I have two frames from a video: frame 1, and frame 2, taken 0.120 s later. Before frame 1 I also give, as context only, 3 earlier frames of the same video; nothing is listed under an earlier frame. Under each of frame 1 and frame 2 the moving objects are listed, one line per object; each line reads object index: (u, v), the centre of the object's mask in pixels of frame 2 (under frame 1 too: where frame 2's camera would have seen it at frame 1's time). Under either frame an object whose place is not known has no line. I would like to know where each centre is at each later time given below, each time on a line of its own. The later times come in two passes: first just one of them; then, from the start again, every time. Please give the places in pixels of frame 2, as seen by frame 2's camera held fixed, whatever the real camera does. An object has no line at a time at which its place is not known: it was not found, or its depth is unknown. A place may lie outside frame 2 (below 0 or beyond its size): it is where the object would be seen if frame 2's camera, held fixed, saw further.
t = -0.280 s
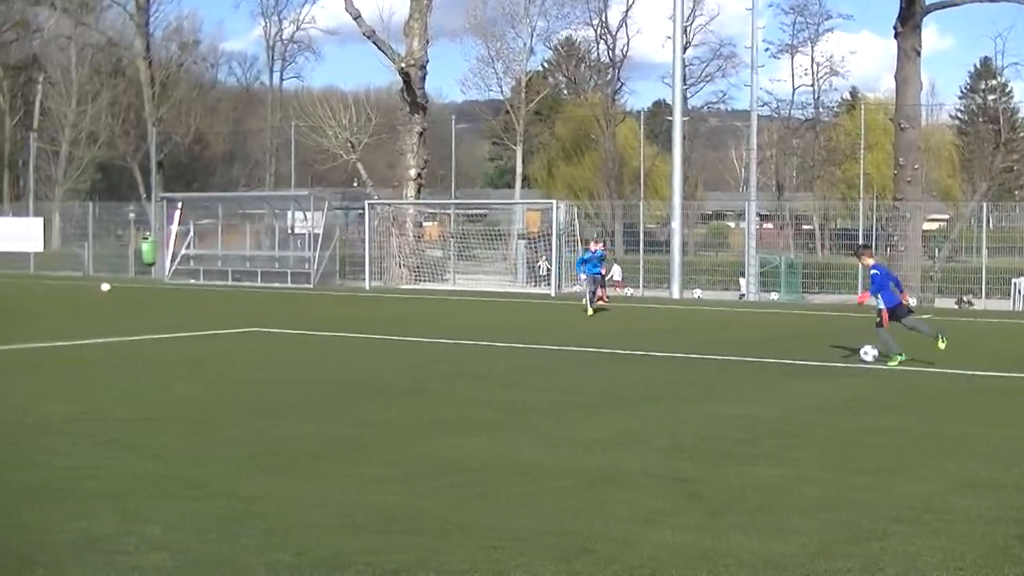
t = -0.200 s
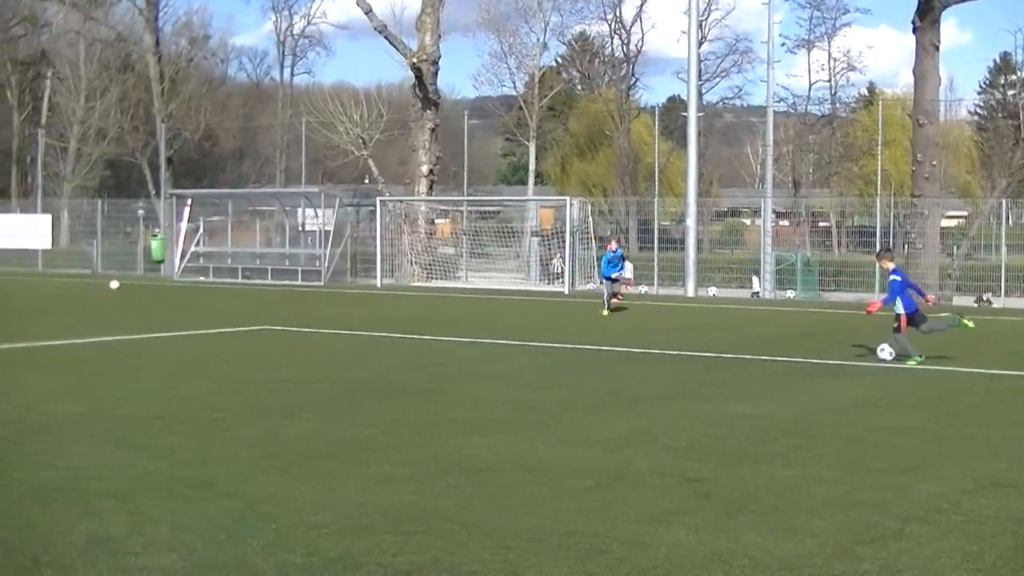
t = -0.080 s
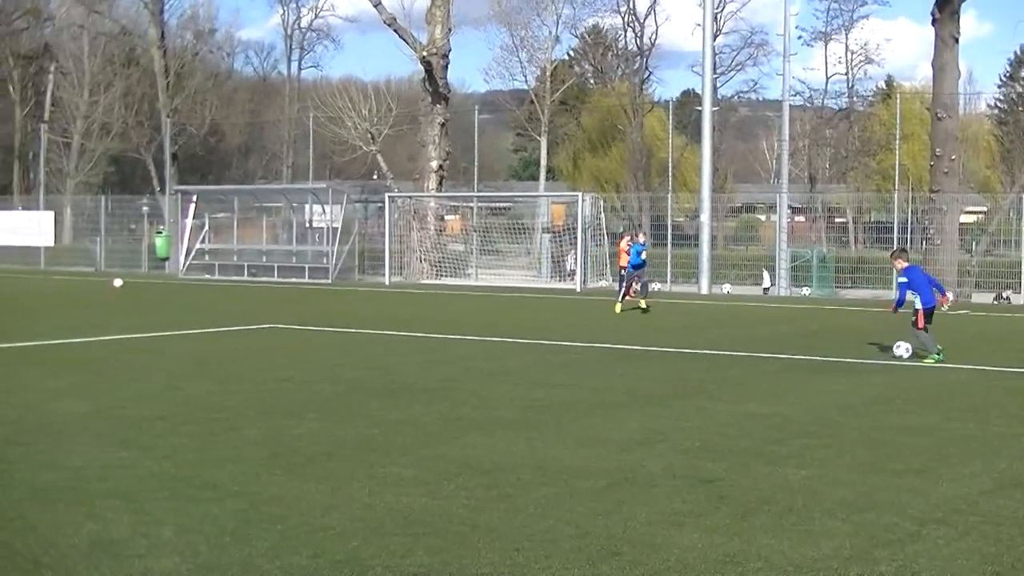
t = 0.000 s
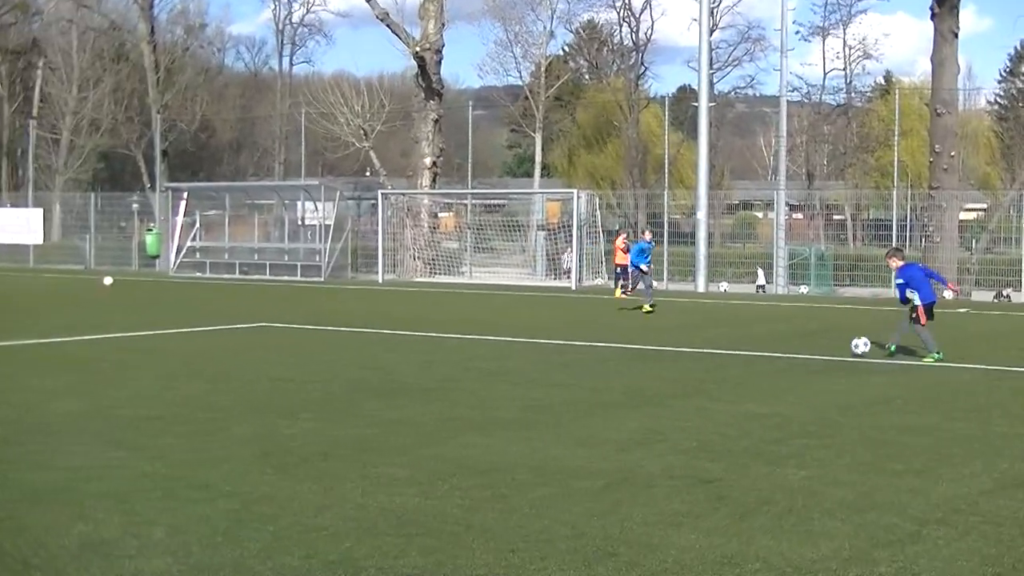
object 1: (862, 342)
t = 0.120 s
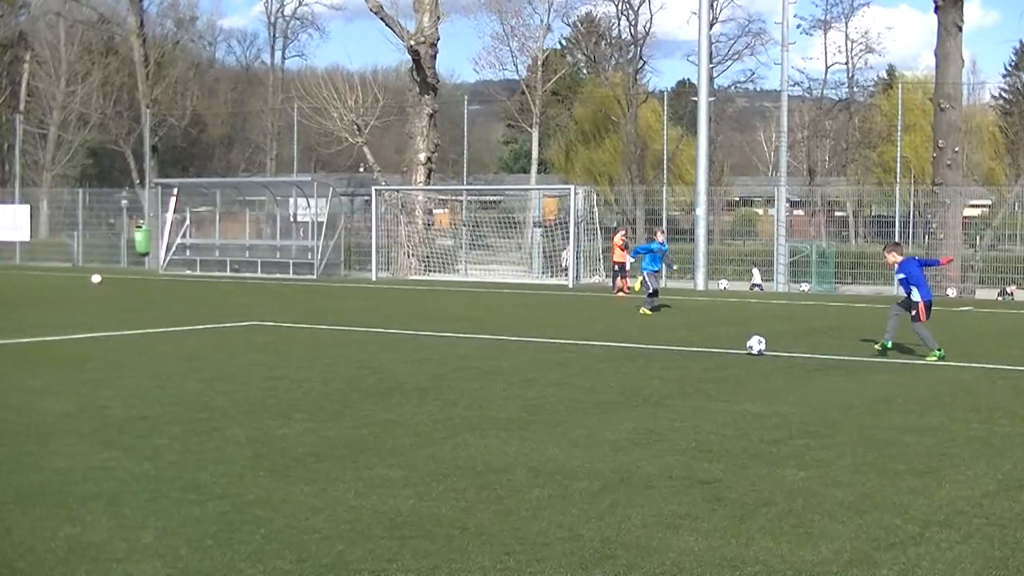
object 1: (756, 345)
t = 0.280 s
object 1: (628, 344)
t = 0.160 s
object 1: (722, 347)
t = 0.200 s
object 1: (690, 345)
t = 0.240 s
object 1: (658, 344)
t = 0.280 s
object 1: (628, 344)
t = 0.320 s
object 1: (598, 346)
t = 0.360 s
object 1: (572, 342)
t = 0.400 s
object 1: (546, 337)
